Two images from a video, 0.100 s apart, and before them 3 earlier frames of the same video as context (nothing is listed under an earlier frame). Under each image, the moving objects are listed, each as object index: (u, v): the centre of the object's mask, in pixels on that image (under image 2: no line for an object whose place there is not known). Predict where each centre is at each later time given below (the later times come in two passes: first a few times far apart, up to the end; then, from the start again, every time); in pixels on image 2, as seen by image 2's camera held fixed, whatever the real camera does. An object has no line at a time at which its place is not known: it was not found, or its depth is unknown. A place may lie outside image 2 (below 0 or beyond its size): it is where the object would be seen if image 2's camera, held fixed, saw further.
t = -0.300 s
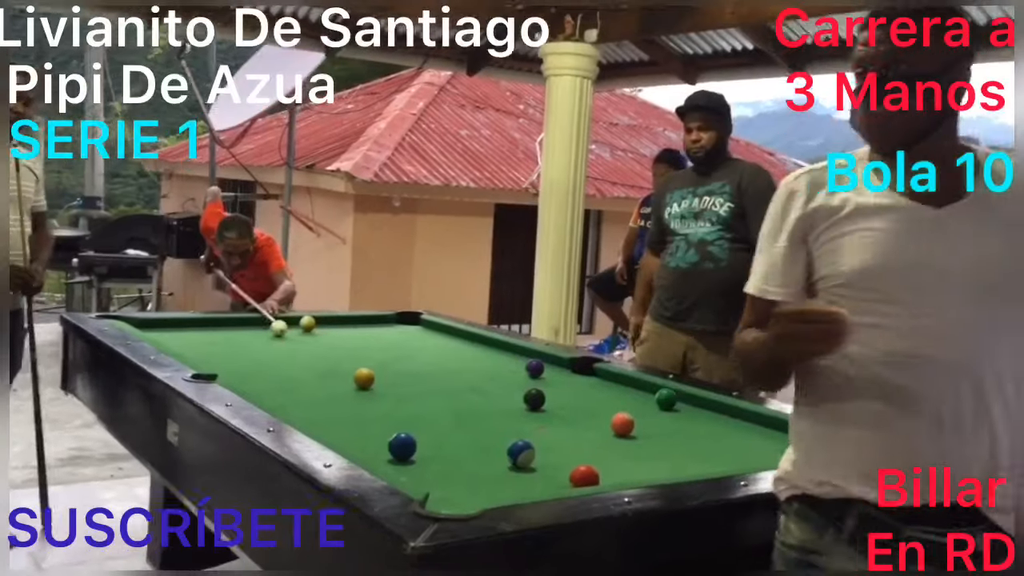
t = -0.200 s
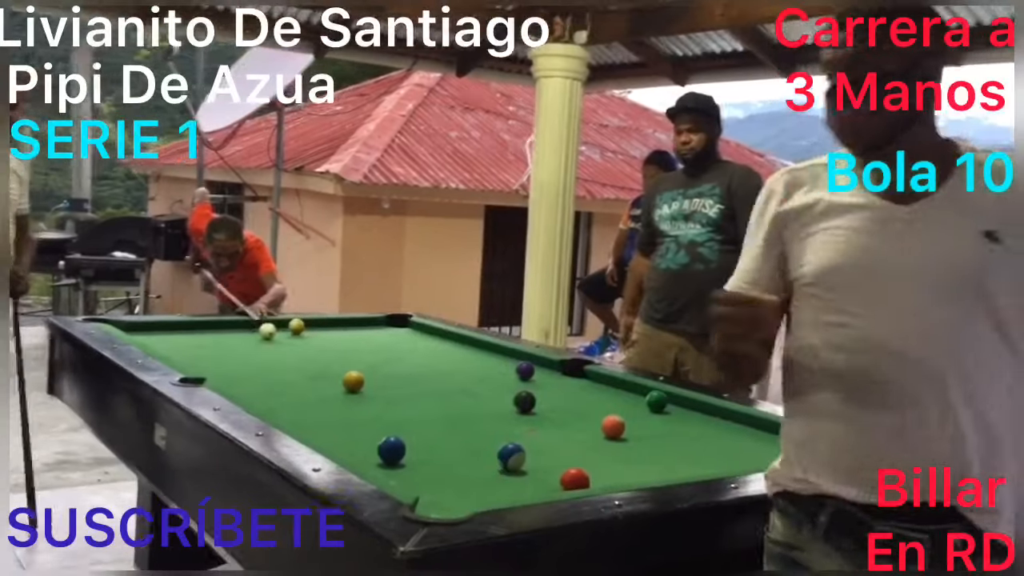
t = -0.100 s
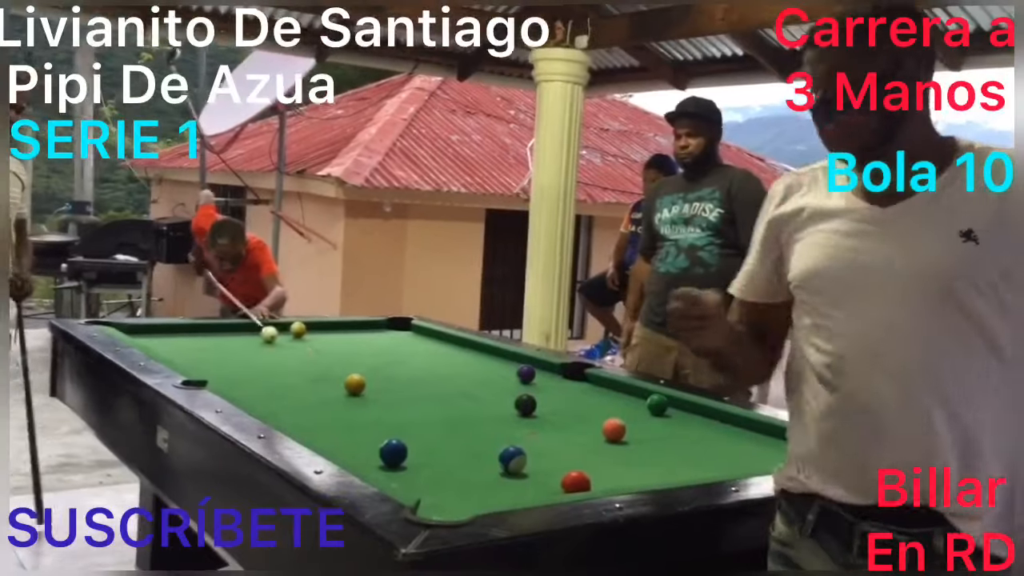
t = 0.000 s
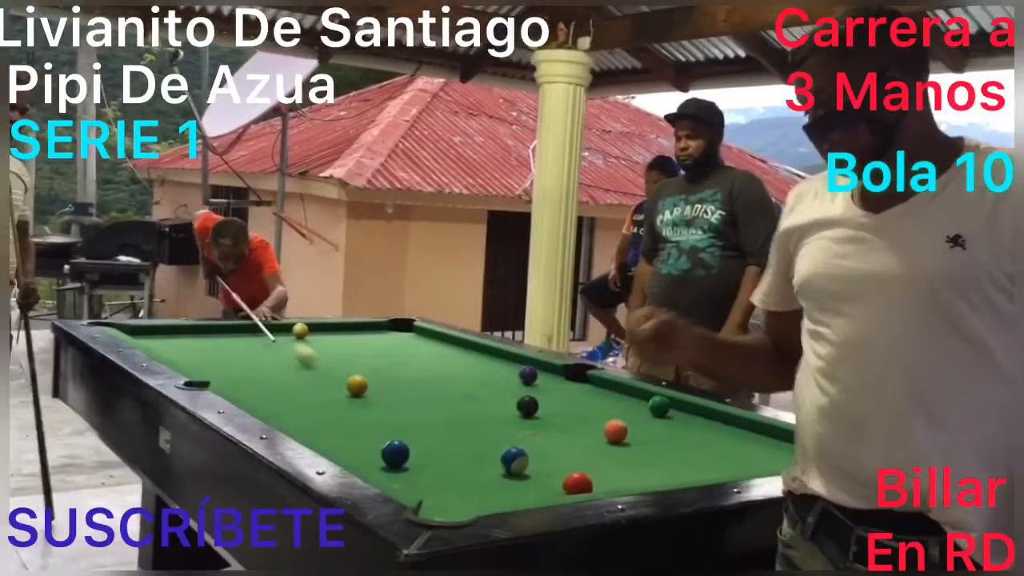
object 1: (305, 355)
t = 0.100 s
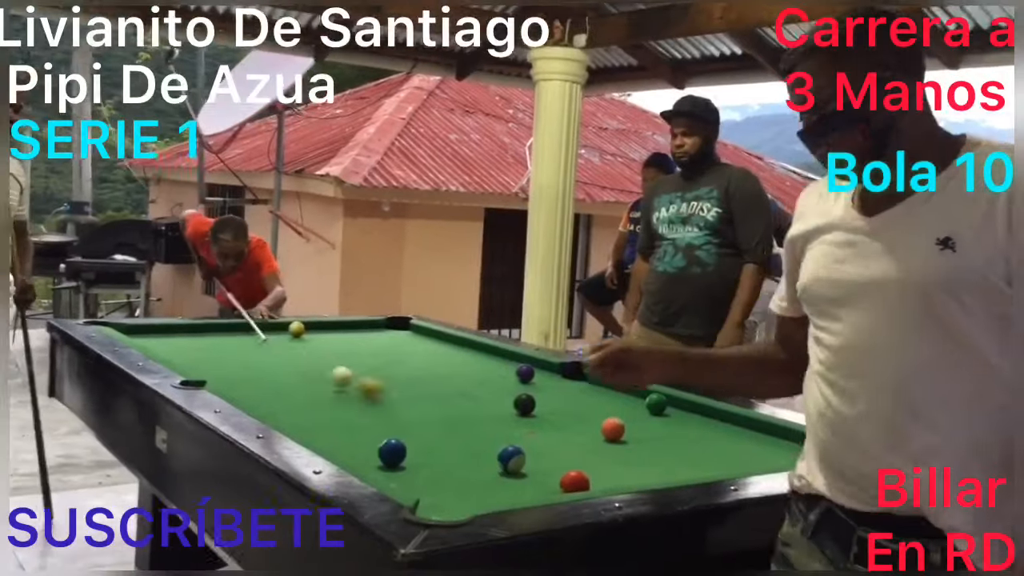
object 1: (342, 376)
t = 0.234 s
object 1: (317, 386)
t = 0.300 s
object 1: (308, 390)
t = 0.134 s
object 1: (336, 375)
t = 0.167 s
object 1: (329, 376)
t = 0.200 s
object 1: (323, 384)
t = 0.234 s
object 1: (317, 386)
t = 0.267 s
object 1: (312, 388)
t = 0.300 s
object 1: (308, 390)
